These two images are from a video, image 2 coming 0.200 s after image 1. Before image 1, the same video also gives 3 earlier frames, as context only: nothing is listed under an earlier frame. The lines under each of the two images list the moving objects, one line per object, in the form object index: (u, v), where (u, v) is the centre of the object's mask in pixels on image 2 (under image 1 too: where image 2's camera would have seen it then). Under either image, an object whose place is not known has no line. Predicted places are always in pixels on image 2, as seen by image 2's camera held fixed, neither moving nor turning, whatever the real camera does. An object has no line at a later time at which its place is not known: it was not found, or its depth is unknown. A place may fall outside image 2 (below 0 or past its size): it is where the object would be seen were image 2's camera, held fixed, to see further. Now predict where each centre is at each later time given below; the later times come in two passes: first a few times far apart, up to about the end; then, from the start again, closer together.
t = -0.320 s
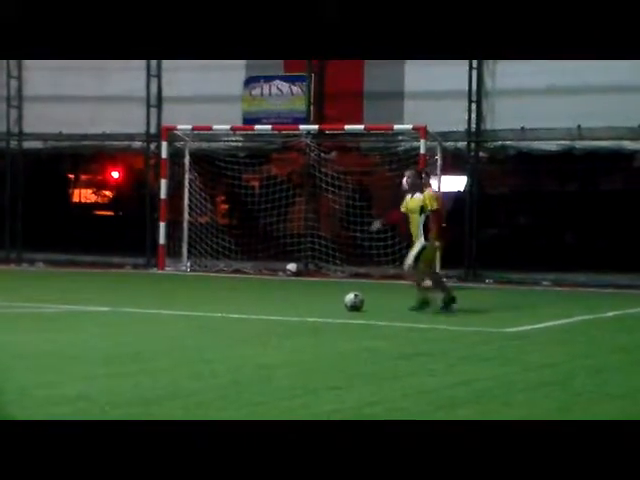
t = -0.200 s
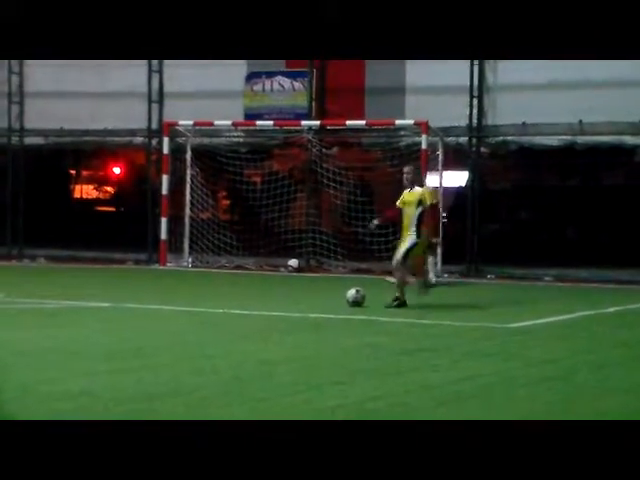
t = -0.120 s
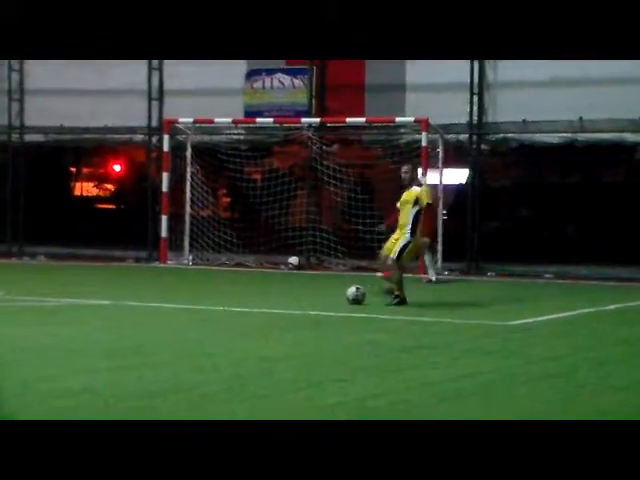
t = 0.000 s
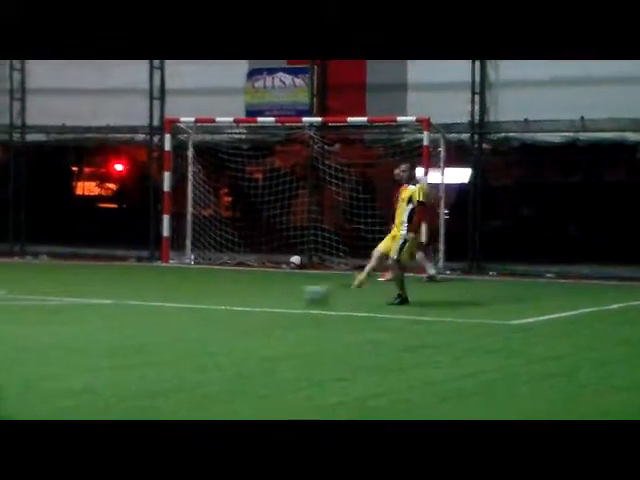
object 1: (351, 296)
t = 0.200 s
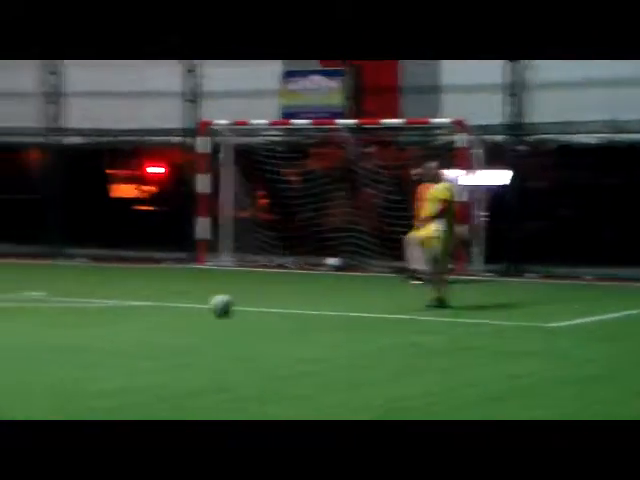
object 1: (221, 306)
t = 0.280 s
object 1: (173, 309)
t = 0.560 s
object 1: (14, 323)
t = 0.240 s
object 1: (197, 307)
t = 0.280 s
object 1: (173, 309)
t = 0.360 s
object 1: (127, 311)
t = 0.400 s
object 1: (103, 314)
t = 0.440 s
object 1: (84, 317)
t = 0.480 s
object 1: (61, 318)
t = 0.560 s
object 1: (14, 323)
